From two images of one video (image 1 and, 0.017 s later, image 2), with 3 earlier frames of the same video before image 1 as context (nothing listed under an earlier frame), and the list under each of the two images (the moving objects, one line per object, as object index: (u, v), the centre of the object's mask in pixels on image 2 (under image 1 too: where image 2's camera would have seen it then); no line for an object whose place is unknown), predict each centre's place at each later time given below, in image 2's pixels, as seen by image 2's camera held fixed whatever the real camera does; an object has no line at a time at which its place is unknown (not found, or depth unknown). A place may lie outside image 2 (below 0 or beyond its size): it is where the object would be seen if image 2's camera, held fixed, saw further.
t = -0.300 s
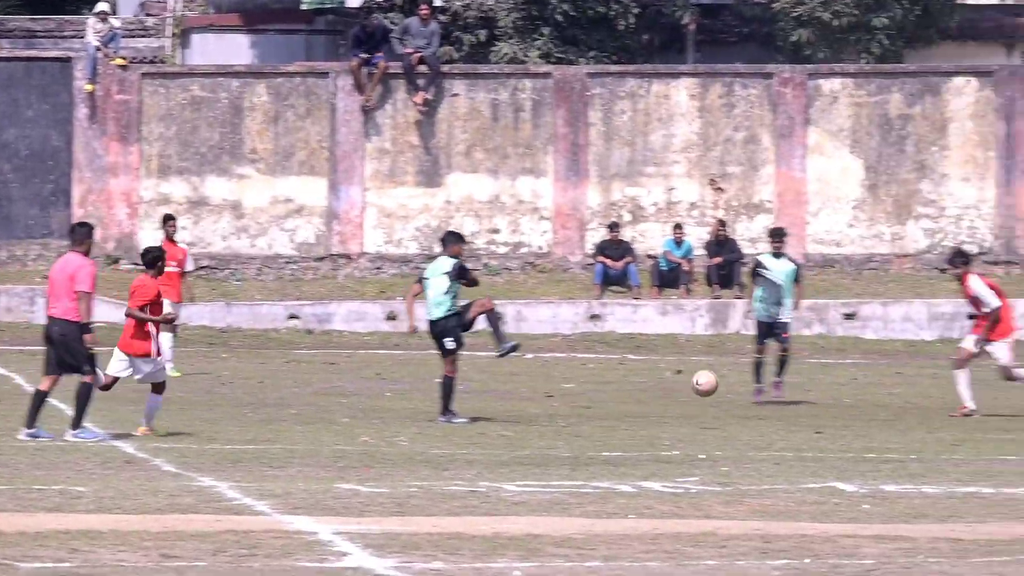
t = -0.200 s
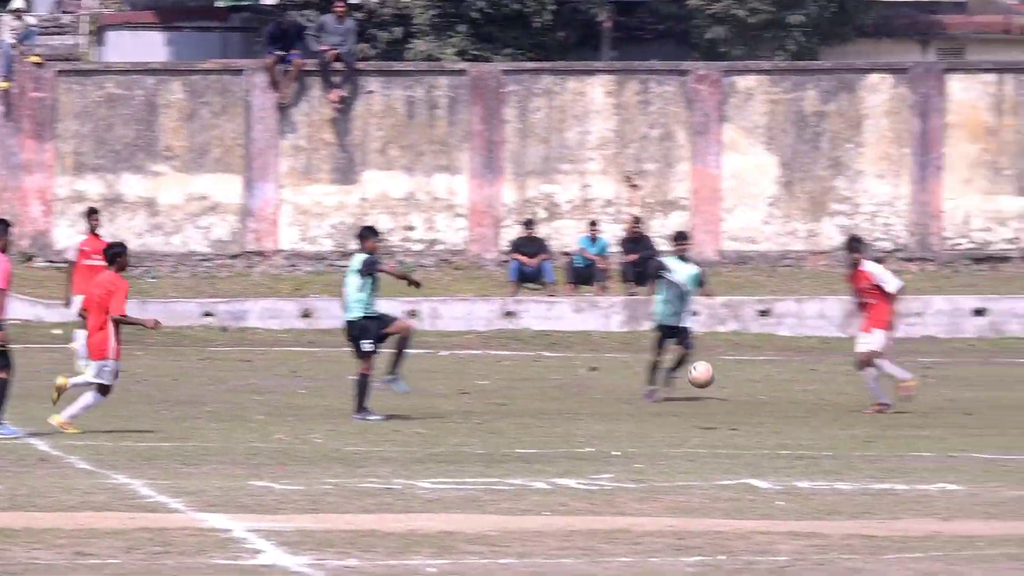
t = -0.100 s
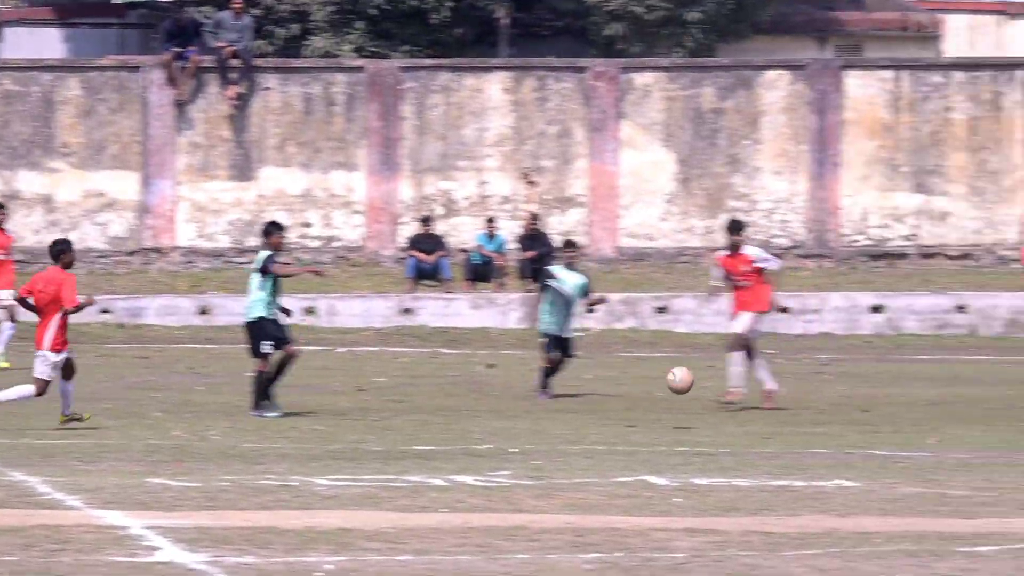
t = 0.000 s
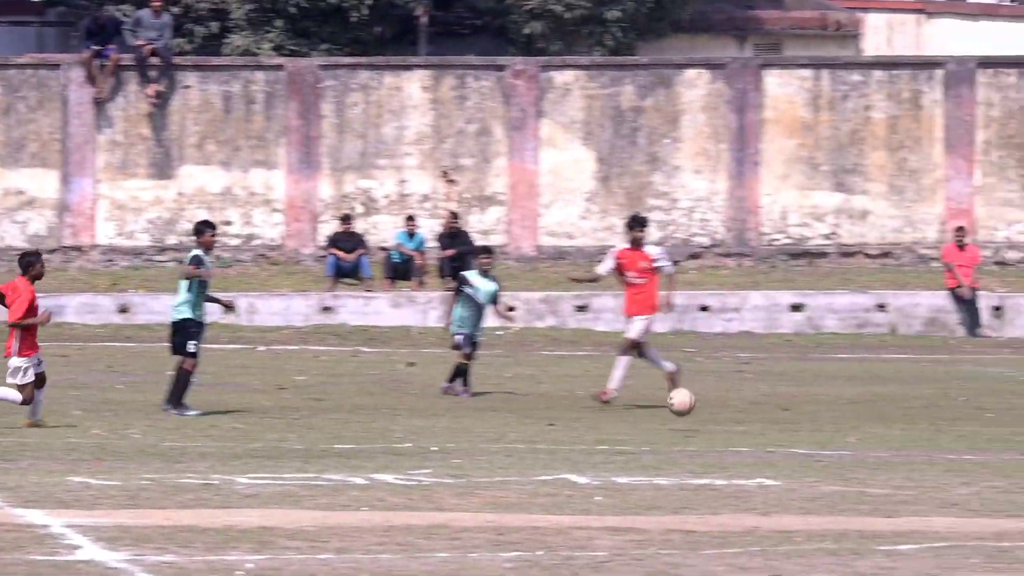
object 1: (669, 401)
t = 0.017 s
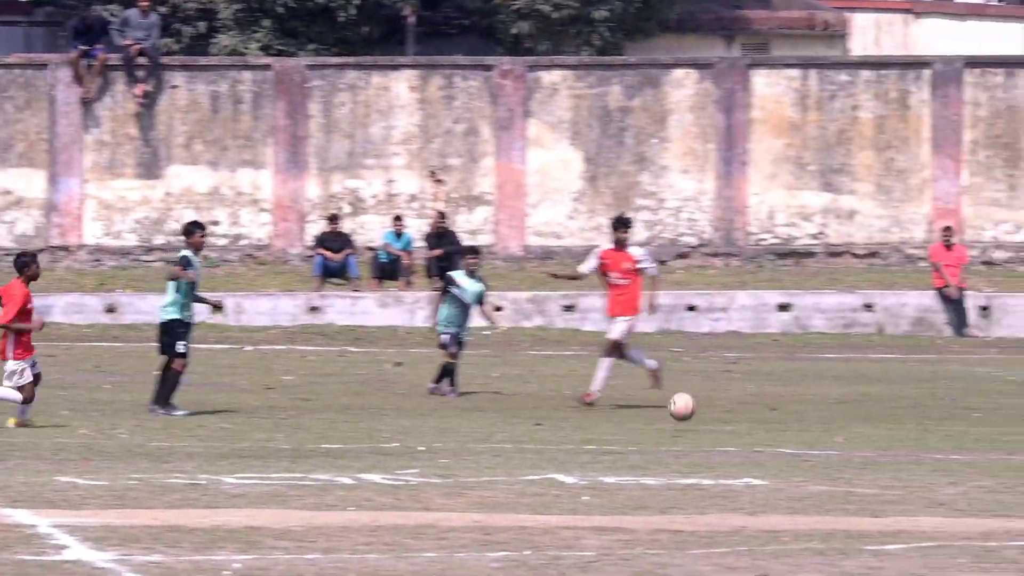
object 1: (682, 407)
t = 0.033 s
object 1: (695, 412)
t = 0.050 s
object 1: (708, 417)
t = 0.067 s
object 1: (723, 416)
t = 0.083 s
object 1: (738, 412)
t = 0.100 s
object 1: (752, 409)
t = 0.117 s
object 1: (766, 406)
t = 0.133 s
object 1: (781, 404)
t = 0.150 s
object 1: (796, 403)
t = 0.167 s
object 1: (811, 401)
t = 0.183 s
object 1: (825, 400)
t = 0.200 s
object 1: (841, 400)
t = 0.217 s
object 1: (855, 400)
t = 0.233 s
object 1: (870, 400)
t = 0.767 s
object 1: (1387, 440)
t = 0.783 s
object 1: (1406, 442)
